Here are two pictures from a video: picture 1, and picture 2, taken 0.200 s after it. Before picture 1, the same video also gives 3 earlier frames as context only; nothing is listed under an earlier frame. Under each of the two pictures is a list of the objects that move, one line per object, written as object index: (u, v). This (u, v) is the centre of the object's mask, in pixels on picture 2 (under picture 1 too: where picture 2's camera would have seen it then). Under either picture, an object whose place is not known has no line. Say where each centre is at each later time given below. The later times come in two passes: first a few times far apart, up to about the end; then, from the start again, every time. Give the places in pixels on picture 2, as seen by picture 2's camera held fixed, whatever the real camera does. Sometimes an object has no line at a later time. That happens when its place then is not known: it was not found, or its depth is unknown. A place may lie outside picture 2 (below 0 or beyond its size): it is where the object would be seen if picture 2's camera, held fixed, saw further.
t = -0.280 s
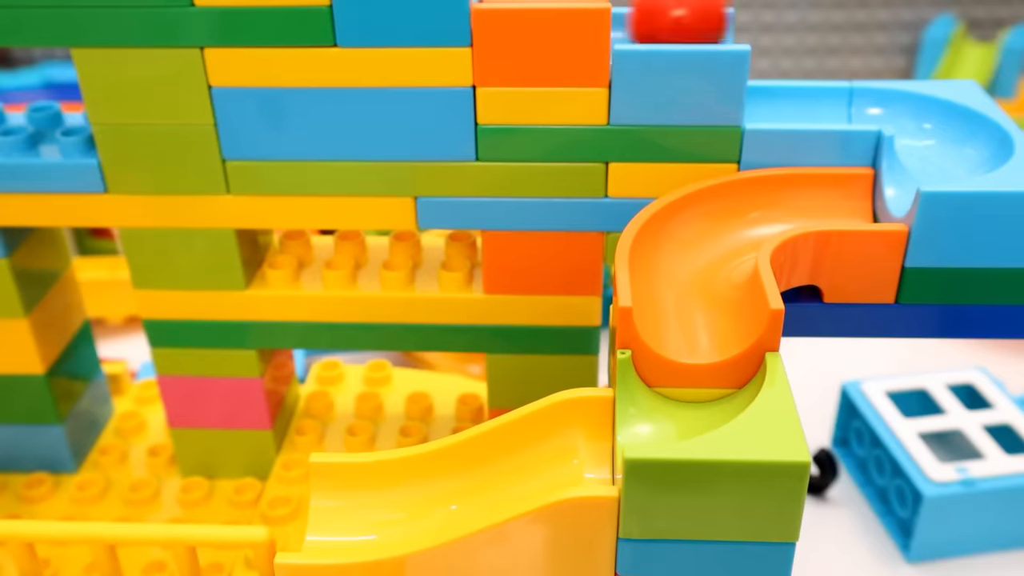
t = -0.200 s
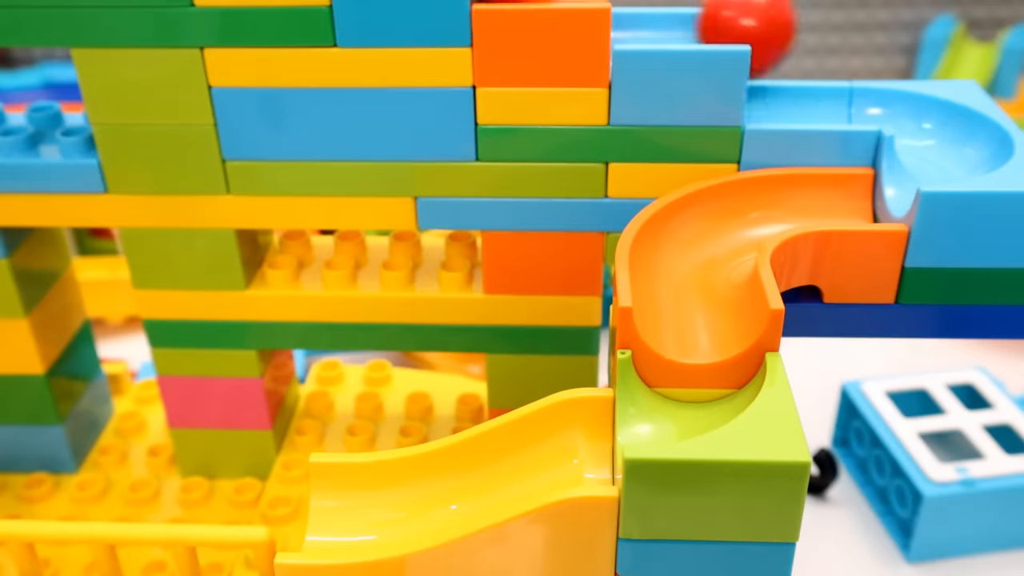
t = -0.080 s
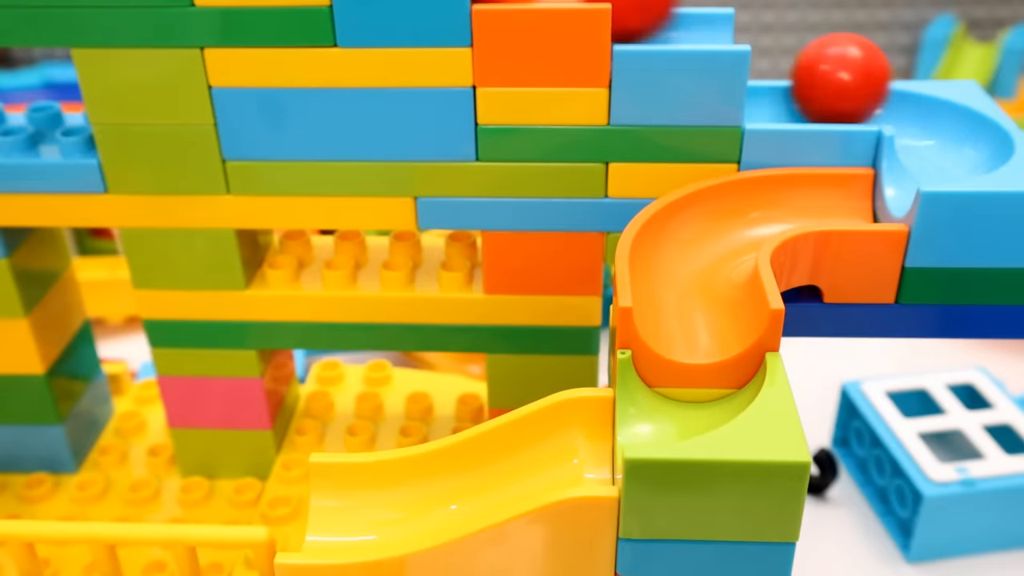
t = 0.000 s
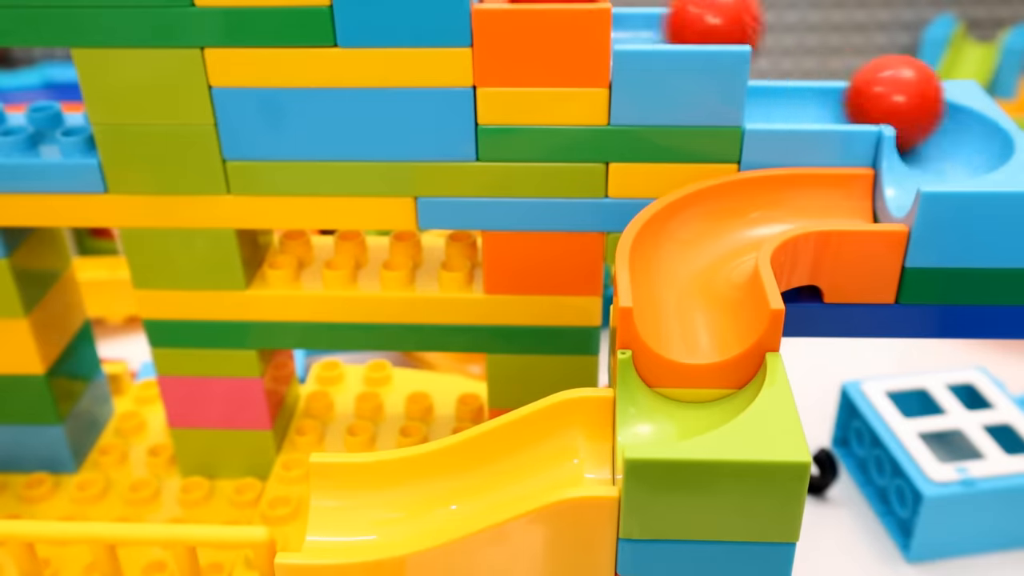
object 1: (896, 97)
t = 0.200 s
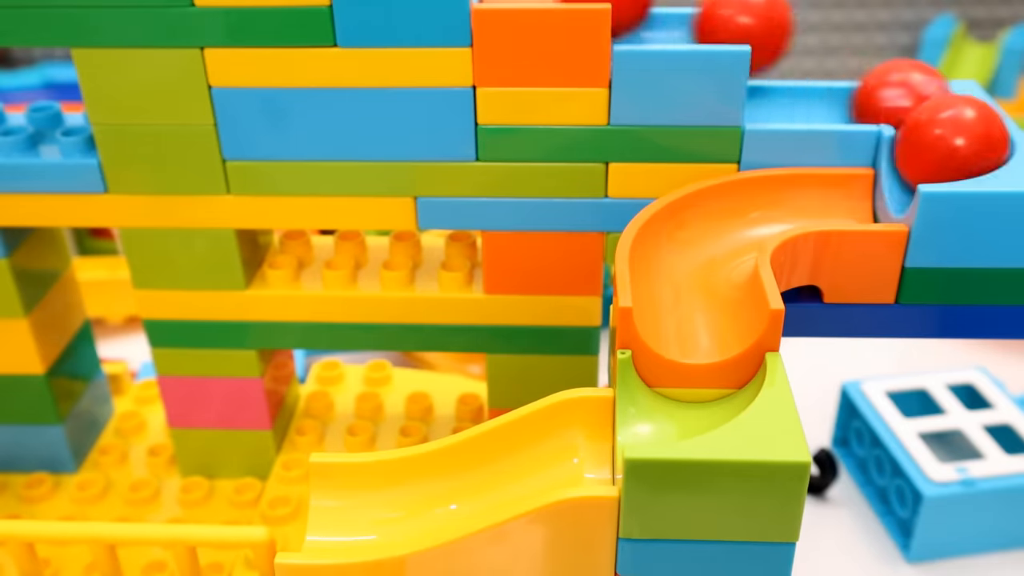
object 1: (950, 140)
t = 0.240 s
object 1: (934, 148)
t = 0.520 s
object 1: (724, 216)
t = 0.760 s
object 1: (698, 300)
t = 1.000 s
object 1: (503, 455)
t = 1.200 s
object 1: (33, 521)
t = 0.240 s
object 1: (934, 148)
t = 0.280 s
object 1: (910, 156)
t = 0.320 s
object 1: (879, 165)
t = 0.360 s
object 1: (834, 186)
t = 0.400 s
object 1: (803, 189)
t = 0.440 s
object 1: (772, 197)
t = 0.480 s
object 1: (746, 206)
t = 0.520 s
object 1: (724, 216)
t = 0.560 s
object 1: (710, 228)
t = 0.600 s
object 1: (697, 241)
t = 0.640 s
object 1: (690, 255)
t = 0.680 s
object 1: (691, 268)
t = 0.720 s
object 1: (697, 285)
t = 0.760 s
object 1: (698, 300)
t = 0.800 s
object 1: (703, 325)
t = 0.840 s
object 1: (697, 364)
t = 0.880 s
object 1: (657, 387)
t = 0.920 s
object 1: (615, 398)
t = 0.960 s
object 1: (568, 420)
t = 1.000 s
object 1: (503, 455)
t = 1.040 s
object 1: (414, 491)
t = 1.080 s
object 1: (311, 502)
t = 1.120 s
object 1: (208, 521)
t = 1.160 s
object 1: (110, 525)
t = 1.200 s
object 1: (33, 521)
